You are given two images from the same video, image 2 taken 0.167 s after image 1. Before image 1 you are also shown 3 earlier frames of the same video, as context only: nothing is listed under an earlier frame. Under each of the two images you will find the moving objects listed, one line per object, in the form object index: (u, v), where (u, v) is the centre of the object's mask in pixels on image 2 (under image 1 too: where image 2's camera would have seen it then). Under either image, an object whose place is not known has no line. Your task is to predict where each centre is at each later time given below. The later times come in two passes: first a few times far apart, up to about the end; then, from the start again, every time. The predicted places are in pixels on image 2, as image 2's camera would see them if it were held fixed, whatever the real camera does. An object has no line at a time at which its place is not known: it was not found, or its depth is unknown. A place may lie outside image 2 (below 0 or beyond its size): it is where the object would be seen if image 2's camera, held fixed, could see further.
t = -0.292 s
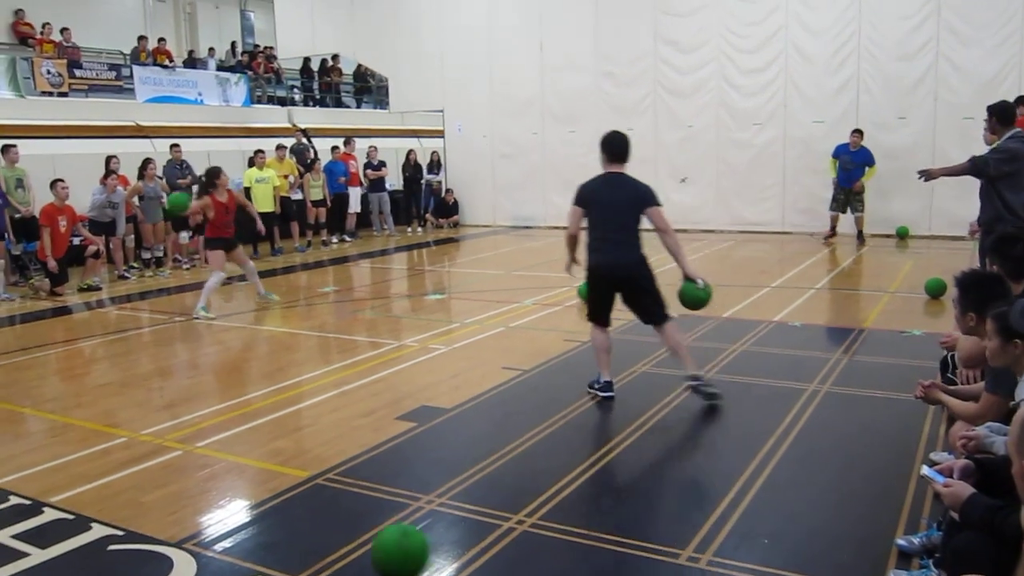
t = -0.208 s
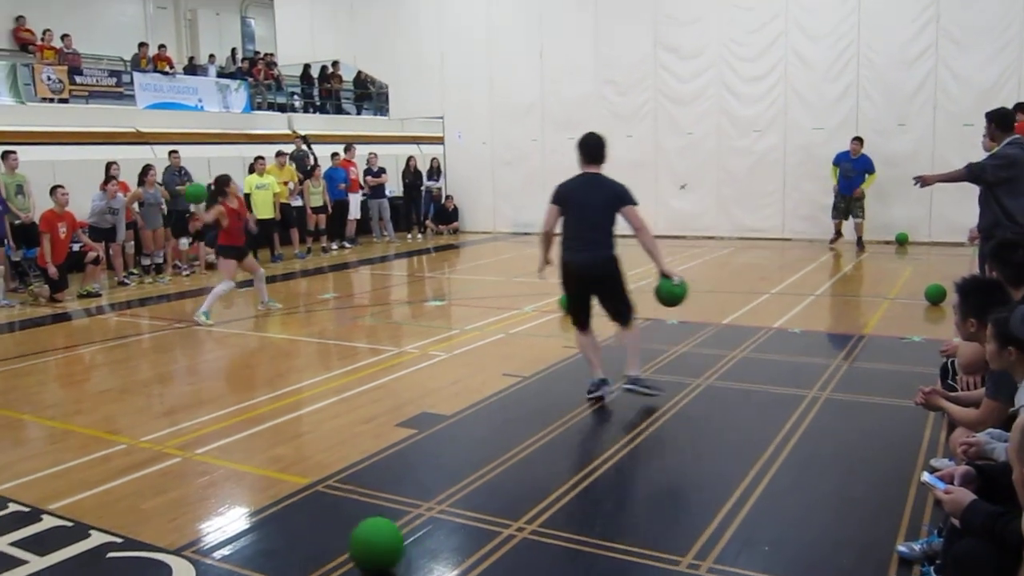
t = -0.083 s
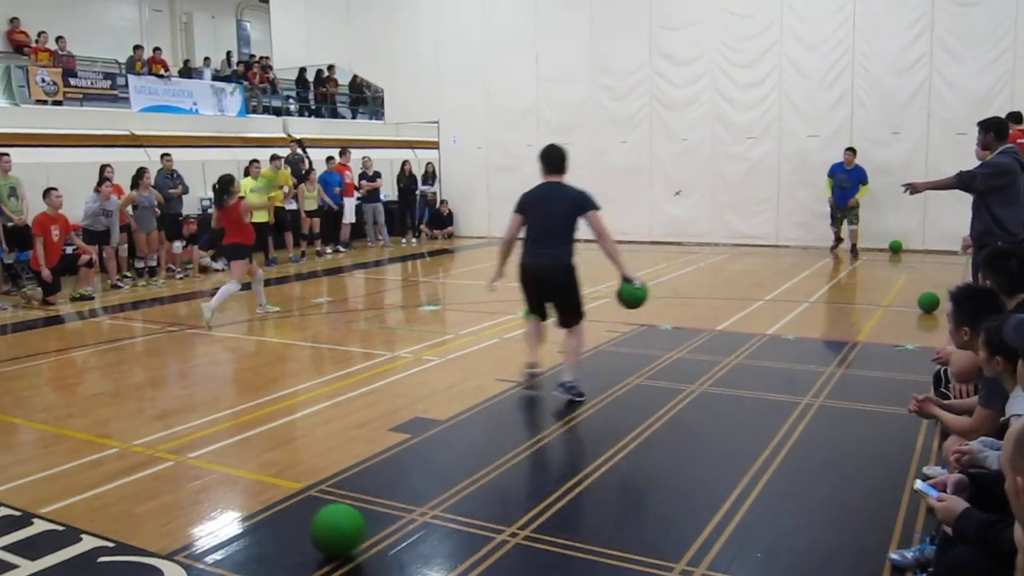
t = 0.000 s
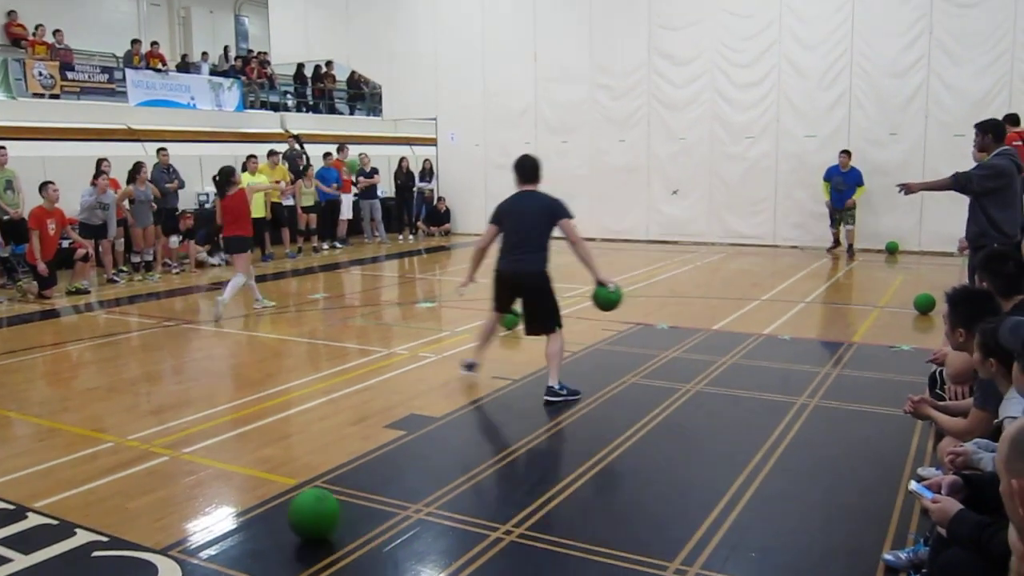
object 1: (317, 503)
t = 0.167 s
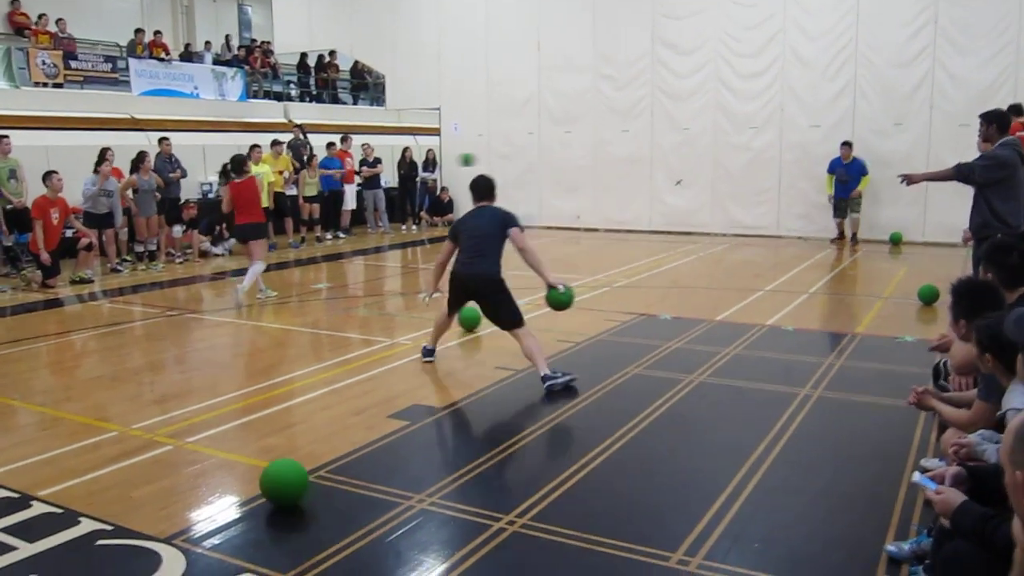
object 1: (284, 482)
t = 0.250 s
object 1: (269, 473)
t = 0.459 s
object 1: (236, 451)
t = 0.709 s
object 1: (201, 430)
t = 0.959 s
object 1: (172, 412)
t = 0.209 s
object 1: (277, 478)
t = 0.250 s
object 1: (269, 473)
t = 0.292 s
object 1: (262, 469)
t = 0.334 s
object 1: (255, 464)
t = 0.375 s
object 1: (248, 460)
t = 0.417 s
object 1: (242, 456)
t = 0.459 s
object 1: (236, 451)
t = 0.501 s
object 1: (230, 448)
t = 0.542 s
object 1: (224, 444)
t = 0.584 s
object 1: (218, 440)
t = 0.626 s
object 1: (212, 437)
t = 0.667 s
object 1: (207, 433)
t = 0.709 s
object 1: (201, 430)
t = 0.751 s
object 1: (196, 426)
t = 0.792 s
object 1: (191, 423)
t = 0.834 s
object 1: (186, 420)
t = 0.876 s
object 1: (181, 417)
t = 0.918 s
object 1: (176, 415)
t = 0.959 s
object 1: (172, 412)
